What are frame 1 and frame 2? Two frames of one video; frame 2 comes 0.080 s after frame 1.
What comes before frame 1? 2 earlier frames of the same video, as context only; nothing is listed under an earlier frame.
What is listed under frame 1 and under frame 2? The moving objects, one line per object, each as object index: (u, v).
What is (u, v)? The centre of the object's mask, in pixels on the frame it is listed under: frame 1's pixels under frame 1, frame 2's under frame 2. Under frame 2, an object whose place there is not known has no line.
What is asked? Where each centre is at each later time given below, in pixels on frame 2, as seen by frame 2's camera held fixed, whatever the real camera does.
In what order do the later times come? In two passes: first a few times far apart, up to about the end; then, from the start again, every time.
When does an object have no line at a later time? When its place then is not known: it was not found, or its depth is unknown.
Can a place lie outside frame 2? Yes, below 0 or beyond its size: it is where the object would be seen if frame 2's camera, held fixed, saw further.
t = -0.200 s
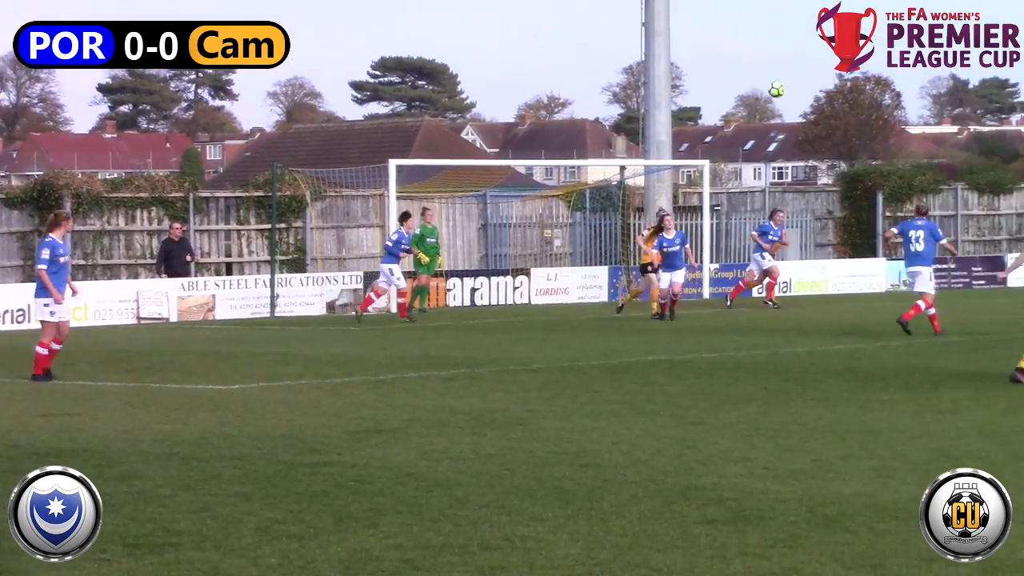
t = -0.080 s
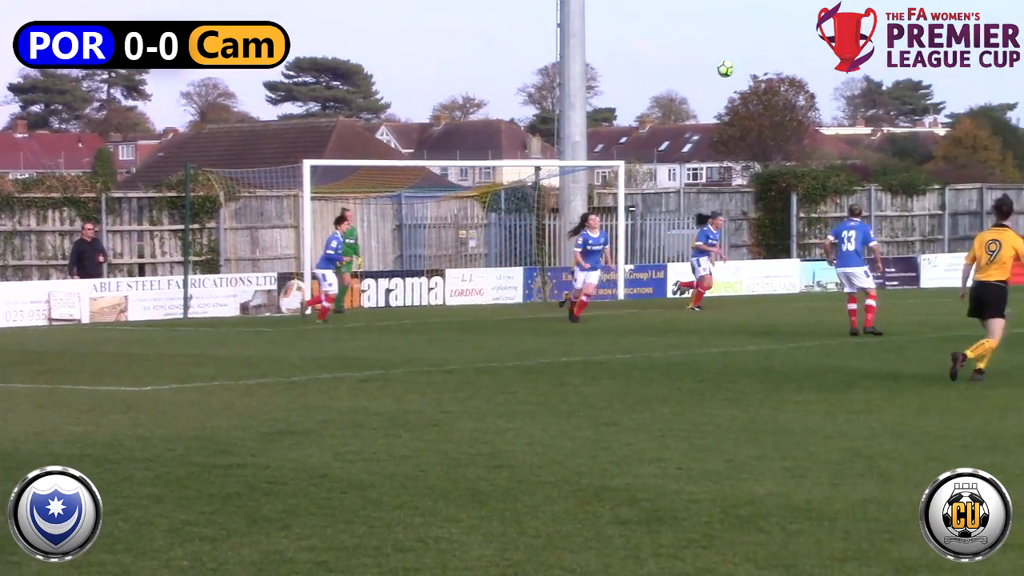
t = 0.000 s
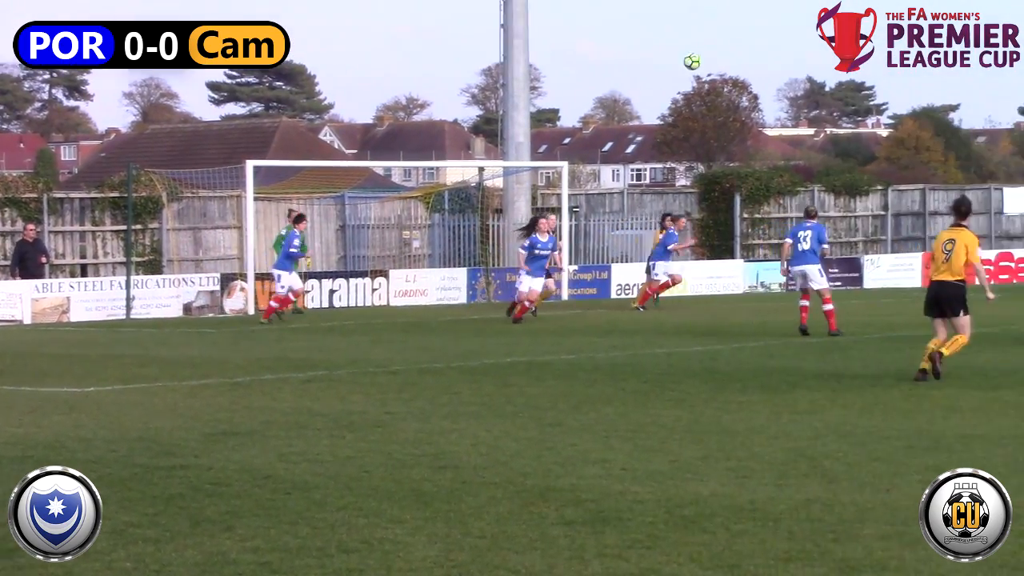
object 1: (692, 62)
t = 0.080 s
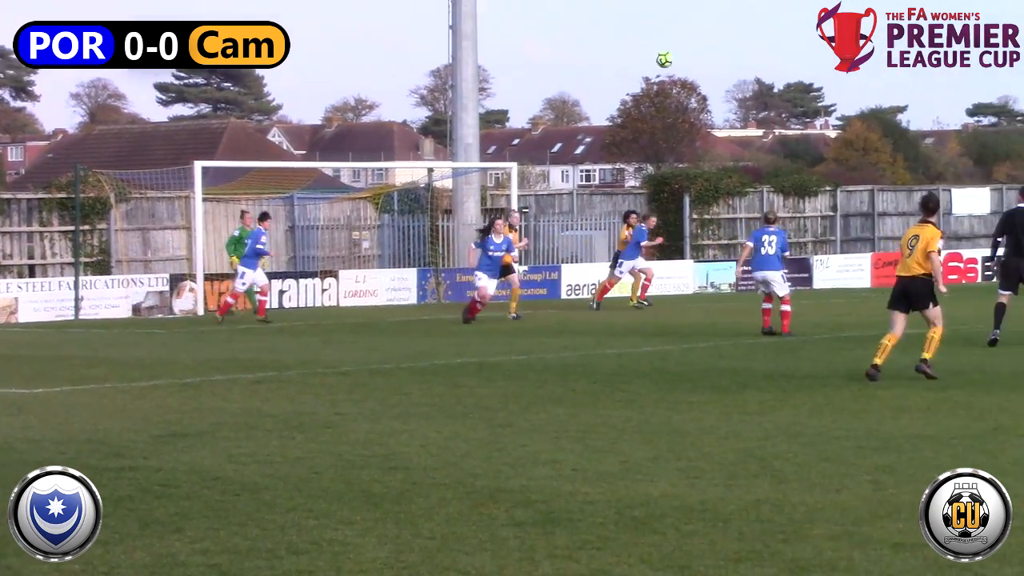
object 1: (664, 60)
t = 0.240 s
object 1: (714, 66)
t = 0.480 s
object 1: (790, 118)
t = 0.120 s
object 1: (676, 59)
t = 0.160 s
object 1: (689, 60)
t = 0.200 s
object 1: (701, 62)
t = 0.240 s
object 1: (714, 66)
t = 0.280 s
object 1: (727, 71)
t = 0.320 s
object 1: (739, 78)
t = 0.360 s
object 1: (752, 85)
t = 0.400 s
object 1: (765, 95)
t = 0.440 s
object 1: (777, 106)
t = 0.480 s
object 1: (790, 118)
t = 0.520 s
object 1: (805, 133)
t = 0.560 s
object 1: (818, 148)
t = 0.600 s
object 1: (831, 166)
